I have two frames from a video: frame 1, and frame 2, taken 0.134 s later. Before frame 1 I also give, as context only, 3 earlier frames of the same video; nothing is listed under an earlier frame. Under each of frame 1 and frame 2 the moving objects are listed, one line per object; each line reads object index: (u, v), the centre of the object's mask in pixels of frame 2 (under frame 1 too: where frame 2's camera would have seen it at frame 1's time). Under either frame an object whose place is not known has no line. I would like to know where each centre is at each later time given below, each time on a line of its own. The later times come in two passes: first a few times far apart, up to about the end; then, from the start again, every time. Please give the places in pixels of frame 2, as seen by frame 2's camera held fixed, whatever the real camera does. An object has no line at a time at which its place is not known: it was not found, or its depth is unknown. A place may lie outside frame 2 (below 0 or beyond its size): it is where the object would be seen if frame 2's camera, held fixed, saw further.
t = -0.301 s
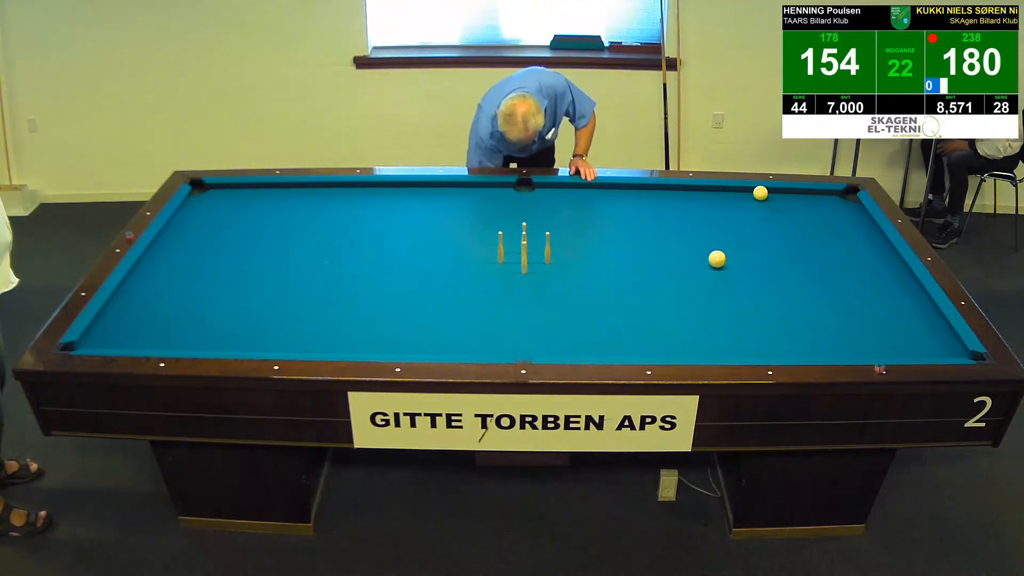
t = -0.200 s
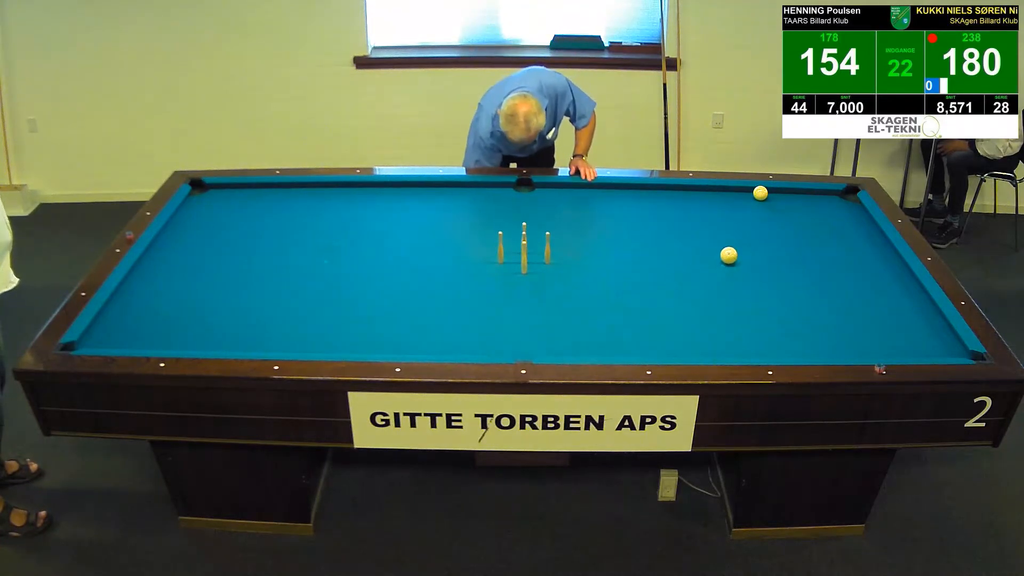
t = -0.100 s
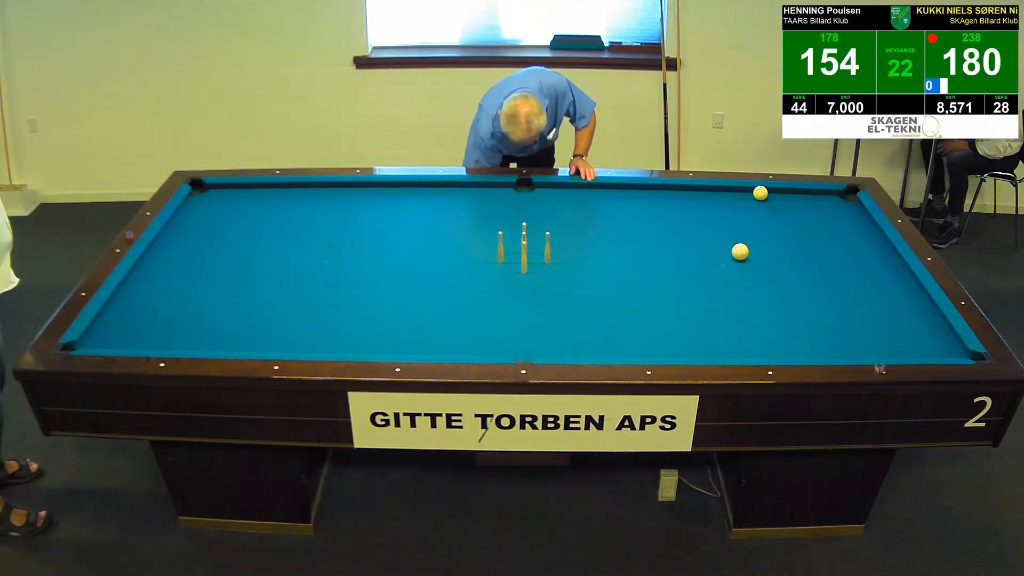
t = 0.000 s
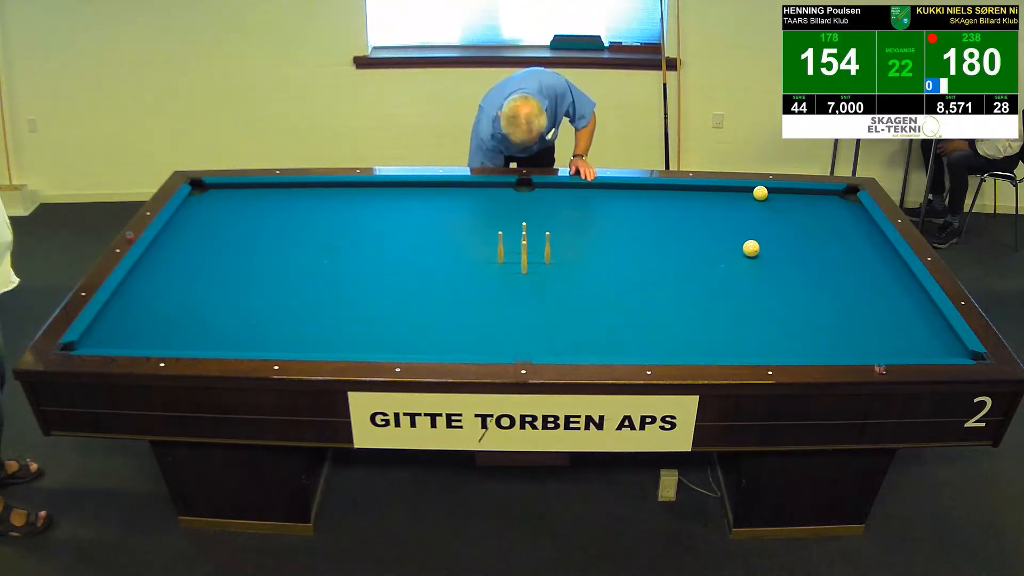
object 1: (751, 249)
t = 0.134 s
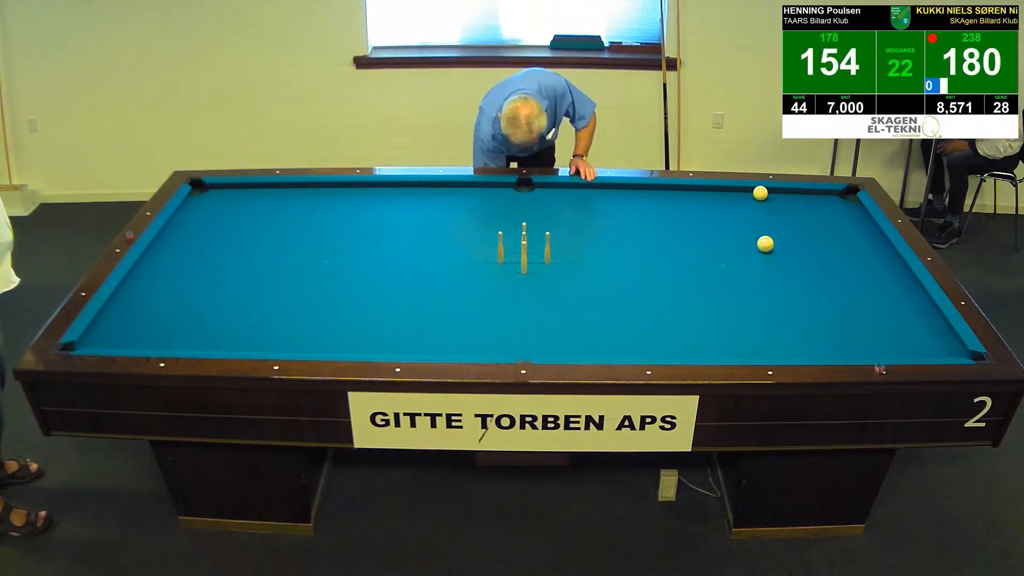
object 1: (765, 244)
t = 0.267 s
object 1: (779, 240)
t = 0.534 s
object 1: (804, 232)
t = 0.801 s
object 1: (828, 224)
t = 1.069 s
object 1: (850, 217)
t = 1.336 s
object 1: (856, 211)
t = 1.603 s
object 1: (836, 204)
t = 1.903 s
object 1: (815, 197)
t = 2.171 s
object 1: (798, 192)
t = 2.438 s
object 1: (788, 194)
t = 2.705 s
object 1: (778, 197)
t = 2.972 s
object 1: (768, 200)
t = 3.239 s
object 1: (759, 202)
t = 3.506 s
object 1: (749, 204)
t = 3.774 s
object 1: (741, 207)
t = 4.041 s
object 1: (733, 209)
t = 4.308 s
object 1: (726, 211)
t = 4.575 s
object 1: (719, 214)
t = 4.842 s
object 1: (712, 216)
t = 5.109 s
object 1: (707, 217)
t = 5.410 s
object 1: (701, 219)
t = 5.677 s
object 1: (696, 221)
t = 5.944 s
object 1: (692, 222)
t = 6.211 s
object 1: (689, 223)
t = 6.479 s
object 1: (686, 225)
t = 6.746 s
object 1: (683, 225)
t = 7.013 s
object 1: (682, 226)
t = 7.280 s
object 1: (680, 227)
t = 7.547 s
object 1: (679, 227)
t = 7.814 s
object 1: (678, 227)
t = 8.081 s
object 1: (679, 227)
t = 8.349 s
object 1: (679, 227)
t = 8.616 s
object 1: (679, 227)
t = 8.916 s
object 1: (679, 227)
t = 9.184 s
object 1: (679, 227)
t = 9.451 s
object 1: (679, 227)
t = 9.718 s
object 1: (679, 227)
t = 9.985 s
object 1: (679, 227)
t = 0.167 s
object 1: (769, 243)
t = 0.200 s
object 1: (772, 242)
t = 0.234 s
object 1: (775, 241)
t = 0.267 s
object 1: (779, 240)
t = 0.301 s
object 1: (782, 239)
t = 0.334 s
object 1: (785, 238)
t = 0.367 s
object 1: (789, 237)
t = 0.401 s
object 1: (792, 236)
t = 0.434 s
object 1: (795, 235)
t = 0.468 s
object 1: (798, 234)
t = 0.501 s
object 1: (801, 233)
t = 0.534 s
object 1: (804, 232)
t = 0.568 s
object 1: (807, 231)
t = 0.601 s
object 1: (810, 230)
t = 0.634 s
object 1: (813, 229)
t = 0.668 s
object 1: (816, 228)
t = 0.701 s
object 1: (819, 227)
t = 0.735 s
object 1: (822, 226)
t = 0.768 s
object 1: (825, 225)
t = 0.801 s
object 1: (828, 224)
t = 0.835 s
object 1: (831, 224)
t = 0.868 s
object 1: (834, 223)
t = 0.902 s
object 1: (836, 222)
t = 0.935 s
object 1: (839, 221)
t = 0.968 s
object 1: (842, 220)
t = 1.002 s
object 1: (845, 219)
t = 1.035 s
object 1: (847, 218)
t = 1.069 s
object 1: (850, 217)
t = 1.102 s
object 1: (852, 217)
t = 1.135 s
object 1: (855, 216)
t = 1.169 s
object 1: (858, 215)
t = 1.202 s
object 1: (860, 214)
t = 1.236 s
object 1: (862, 213)
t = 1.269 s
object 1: (861, 213)
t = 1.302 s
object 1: (859, 212)
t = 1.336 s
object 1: (856, 211)
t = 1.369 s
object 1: (854, 210)
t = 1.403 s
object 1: (851, 209)
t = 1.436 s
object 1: (849, 208)
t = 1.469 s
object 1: (846, 207)
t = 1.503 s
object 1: (844, 207)
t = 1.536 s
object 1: (841, 206)
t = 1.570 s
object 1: (839, 205)
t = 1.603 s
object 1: (836, 204)
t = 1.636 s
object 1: (834, 203)
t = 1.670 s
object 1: (832, 202)
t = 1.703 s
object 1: (829, 202)
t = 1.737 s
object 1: (827, 201)
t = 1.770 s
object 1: (825, 200)
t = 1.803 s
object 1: (822, 199)
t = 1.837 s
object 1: (820, 199)
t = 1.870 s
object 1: (818, 198)
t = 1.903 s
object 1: (815, 197)
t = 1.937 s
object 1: (813, 196)
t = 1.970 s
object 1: (811, 196)
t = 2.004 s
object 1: (809, 195)
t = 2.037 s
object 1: (807, 194)
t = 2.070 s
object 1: (804, 193)
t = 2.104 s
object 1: (802, 193)
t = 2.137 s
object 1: (800, 192)
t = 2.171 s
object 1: (798, 192)
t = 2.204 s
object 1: (797, 192)
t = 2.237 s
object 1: (796, 192)
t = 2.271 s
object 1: (794, 192)
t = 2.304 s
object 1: (793, 193)
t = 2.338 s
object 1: (792, 193)
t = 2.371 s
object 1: (790, 194)
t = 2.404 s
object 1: (789, 194)
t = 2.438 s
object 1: (788, 194)
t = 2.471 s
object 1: (786, 195)
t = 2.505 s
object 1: (785, 195)
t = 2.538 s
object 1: (784, 195)
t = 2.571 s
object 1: (783, 196)
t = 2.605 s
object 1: (781, 196)
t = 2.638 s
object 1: (780, 196)
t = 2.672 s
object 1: (779, 196)
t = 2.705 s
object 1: (778, 197)
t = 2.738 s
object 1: (776, 197)
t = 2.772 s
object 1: (775, 198)
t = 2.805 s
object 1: (774, 198)
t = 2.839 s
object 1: (773, 198)
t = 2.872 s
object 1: (772, 199)
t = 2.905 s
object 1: (770, 199)
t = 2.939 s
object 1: (769, 199)
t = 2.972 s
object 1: (768, 200)
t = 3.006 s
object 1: (767, 200)
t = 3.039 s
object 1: (766, 200)
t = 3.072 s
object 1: (765, 201)
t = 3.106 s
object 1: (763, 201)
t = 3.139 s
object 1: (762, 202)
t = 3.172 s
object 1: (761, 202)
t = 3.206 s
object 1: (760, 202)
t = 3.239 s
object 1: (759, 202)
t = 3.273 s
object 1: (757, 203)
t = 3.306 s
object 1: (756, 203)
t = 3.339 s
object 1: (755, 203)
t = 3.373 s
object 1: (754, 203)
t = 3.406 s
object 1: (753, 204)
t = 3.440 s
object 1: (752, 204)
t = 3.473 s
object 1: (750, 204)
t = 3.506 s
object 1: (749, 204)
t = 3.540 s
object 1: (748, 205)
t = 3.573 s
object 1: (747, 205)
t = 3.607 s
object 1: (746, 205)
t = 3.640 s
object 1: (745, 206)
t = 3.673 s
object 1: (744, 206)
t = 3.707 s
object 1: (743, 206)
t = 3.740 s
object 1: (742, 207)
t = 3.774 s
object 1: (741, 207)
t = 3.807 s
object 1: (740, 207)
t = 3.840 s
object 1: (739, 207)
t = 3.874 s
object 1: (738, 208)
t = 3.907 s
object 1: (737, 208)
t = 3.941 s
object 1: (736, 208)
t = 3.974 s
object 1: (735, 209)
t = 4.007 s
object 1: (734, 209)
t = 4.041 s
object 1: (733, 209)
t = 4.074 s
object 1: (732, 209)
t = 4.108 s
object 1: (731, 210)
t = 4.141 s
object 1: (730, 210)
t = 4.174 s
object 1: (729, 210)
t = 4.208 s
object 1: (728, 211)
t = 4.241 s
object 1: (727, 211)
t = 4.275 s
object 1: (726, 211)
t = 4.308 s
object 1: (726, 211)
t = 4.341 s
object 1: (725, 212)
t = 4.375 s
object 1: (724, 212)
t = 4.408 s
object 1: (723, 212)
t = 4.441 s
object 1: (722, 212)
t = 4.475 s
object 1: (721, 213)
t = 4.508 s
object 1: (720, 213)
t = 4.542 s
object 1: (720, 213)
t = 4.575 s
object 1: (719, 214)
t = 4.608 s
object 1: (718, 214)
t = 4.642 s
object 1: (717, 214)
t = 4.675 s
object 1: (716, 214)
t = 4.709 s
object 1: (716, 215)
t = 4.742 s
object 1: (715, 215)
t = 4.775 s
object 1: (714, 215)
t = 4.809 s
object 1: (713, 215)
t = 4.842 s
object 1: (712, 216)
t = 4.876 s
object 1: (712, 216)
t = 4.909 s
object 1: (711, 216)
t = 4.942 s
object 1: (710, 216)
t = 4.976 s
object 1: (709, 216)
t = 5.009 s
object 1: (709, 217)
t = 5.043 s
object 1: (708, 217)
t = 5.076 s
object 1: (707, 217)
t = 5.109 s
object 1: (707, 217)
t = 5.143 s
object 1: (706, 218)
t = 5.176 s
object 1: (705, 218)
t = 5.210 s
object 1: (704, 218)
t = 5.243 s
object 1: (704, 218)
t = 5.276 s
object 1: (703, 218)
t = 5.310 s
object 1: (703, 219)
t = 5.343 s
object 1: (702, 219)
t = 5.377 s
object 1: (701, 219)
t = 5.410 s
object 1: (701, 219)
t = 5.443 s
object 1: (700, 219)
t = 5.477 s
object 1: (700, 220)
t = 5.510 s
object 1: (699, 220)
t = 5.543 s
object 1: (698, 220)
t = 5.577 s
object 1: (698, 220)
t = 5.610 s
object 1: (697, 220)
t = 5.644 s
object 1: (697, 221)
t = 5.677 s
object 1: (696, 221)
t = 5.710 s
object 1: (696, 221)
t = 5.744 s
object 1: (695, 221)
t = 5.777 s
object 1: (695, 221)
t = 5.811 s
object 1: (694, 222)
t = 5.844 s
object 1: (694, 222)
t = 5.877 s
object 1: (693, 222)
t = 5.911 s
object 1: (693, 222)
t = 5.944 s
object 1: (692, 222)
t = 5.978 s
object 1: (692, 222)
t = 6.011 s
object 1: (691, 223)
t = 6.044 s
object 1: (691, 223)
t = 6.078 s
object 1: (690, 223)
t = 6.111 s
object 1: (690, 223)
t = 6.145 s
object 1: (689, 223)
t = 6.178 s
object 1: (689, 223)
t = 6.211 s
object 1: (689, 223)
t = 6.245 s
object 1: (688, 224)
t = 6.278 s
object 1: (688, 224)
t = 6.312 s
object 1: (687, 224)
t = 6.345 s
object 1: (687, 224)
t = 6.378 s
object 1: (687, 224)
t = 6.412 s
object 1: (686, 224)
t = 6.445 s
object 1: (686, 224)
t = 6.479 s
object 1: (686, 225)
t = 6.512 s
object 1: (686, 225)
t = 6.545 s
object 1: (685, 225)
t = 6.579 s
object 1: (685, 225)
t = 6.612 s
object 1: (685, 225)
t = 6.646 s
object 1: (684, 225)
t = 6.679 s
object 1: (684, 225)
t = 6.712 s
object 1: (684, 225)
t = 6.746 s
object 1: (683, 225)
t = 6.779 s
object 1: (683, 226)
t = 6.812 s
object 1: (683, 226)
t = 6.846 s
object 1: (683, 226)
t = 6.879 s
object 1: (682, 226)
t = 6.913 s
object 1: (682, 226)
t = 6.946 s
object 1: (682, 226)
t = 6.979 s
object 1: (682, 226)
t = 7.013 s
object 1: (682, 226)
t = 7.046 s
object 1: (681, 226)
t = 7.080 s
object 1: (681, 226)
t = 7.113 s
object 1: (681, 226)
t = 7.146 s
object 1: (681, 226)
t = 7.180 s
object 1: (681, 226)
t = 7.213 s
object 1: (681, 226)
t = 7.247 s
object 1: (680, 227)
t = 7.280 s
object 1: (680, 227)
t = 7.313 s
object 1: (680, 227)
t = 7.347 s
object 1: (680, 227)
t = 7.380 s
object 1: (680, 227)
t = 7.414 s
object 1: (680, 227)
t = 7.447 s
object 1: (679, 227)
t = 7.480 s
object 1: (679, 227)
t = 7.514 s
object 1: (679, 227)
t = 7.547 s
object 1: (679, 227)
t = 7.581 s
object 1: (679, 227)
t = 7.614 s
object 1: (679, 227)
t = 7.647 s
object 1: (679, 227)
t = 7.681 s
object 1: (679, 227)
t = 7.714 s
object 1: (679, 227)
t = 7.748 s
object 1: (679, 227)
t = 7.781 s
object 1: (679, 227)
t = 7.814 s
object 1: (678, 227)
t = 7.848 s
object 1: (678, 227)
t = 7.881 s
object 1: (678, 227)
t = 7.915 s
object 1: (678, 227)
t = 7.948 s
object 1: (678, 227)
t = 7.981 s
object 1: (678, 227)
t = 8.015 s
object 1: (678, 227)
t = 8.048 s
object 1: (679, 227)
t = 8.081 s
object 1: (679, 227)
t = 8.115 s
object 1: (679, 227)
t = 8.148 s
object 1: (679, 227)
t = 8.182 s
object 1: (679, 227)
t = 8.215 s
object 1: (679, 227)
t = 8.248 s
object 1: (679, 227)
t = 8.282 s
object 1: (679, 227)
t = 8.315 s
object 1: (679, 227)
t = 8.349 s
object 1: (679, 227)
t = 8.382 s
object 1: (679, 227)
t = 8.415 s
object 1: (679, 227)
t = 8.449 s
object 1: (679, 227)
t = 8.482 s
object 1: (679, 227)
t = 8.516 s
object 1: (679, 227)
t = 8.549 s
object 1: (679, 227)
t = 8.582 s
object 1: (679, 227)
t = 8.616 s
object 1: (679, 227)
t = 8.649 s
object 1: (679, 227)
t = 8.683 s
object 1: (679, 227)
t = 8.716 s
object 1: (679, 227)
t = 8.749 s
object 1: (679, 227)
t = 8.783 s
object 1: (679, 227)
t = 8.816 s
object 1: (679, 227)
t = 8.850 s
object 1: (679, 227)
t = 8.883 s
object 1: (679, 227)
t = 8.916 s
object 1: (679, 227)
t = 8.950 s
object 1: (679, 227)
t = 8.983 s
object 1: (679, 227)
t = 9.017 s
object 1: (679, 227)
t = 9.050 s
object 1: (679, 227)
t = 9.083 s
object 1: (679, 227)
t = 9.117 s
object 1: (679, 227)
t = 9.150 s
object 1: (679, 227)
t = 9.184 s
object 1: (679, 227)
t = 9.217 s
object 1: (679, 227)
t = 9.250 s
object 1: (679, 227)
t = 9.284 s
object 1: (679, 227)
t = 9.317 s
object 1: (679, 227)
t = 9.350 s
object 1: (679, 227)
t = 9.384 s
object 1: (679, 227)
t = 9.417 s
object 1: (679, 227)
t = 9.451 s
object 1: (679, 227)
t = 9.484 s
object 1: (679, 227)
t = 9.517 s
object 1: (679, 227)
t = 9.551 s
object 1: (679, 227)
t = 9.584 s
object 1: (679, 227)
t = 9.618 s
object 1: (679, 227)
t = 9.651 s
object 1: (679, 227)
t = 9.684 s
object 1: (679, 227)
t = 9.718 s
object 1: (679, 227)
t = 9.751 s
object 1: (679, 227)
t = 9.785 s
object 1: (679, 227)
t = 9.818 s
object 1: (679, 227)
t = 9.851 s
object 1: (679, 227)
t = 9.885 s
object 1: (679, 227)
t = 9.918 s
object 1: (679, 227)
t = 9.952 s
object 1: (679, 227)
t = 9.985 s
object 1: (679, 227)
